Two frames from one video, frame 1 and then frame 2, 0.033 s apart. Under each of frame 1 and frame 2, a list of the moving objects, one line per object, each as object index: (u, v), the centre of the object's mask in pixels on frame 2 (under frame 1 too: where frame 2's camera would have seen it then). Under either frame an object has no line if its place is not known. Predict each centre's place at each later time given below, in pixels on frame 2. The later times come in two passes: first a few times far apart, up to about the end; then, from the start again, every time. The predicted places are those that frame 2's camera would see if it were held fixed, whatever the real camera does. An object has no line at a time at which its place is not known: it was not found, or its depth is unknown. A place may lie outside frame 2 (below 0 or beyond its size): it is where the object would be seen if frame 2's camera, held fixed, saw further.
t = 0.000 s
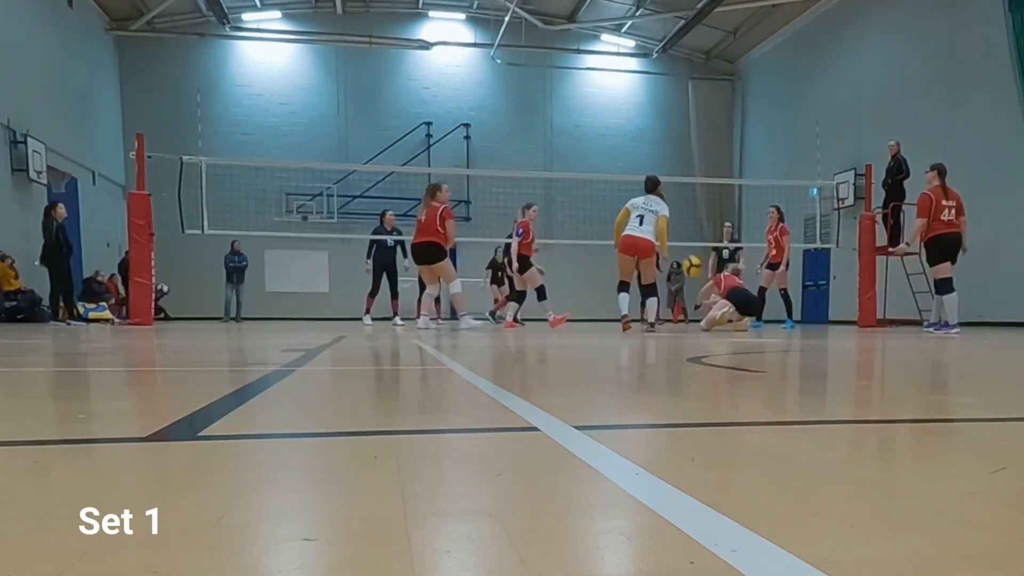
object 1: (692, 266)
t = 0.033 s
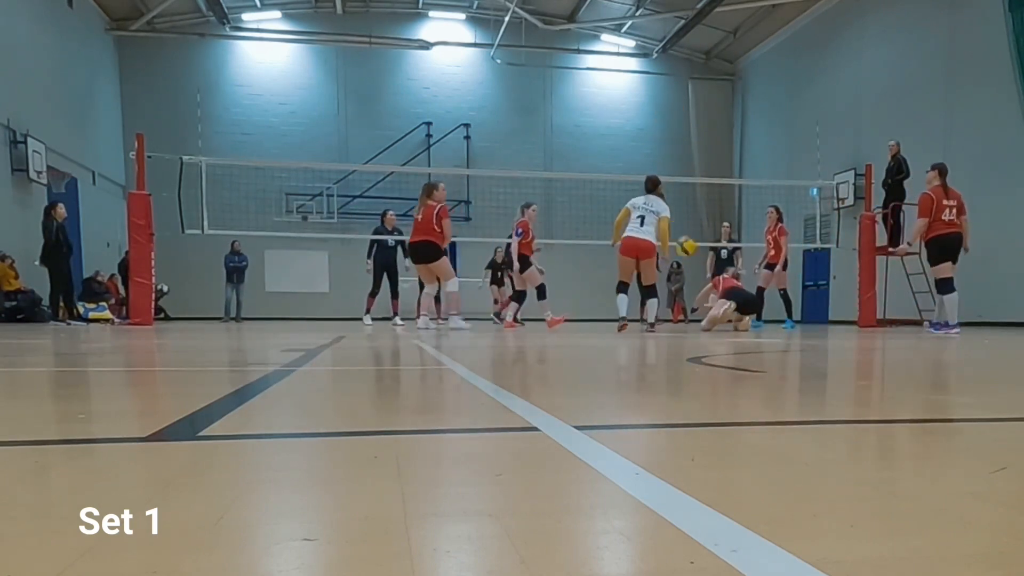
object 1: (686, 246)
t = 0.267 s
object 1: (640, 143)
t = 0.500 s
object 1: (593, 88)
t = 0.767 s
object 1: (543, 87)
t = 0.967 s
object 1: (508, 127)
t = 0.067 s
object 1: (679, 229)
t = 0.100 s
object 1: (675, 212)
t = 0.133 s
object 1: (668, 195)
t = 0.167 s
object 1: (663, 179)
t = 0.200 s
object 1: (652, 166)
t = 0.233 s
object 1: (646, 155)
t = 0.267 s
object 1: (640, 143)
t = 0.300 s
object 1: (633, 132)
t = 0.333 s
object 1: (626, 122)
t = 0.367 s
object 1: (619, 113)
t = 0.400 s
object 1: (613, 106)
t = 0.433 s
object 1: (606, 99)
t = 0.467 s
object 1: (600, 93)
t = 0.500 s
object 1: (593, 88)
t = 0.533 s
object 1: (587, 85)
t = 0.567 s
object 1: (580, 82)
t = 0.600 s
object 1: (574, 80)
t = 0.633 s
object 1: (568, 81)
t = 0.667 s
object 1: (562, 81)
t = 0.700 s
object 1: (555, 81)
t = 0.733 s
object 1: (549, 84)
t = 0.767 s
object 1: (543, 87)
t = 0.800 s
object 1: (537, 91)
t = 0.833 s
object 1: (532, 97)
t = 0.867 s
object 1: (526, 102)
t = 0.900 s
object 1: (519, 109)
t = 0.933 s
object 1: (514, 117)
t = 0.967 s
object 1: (508, 127)
